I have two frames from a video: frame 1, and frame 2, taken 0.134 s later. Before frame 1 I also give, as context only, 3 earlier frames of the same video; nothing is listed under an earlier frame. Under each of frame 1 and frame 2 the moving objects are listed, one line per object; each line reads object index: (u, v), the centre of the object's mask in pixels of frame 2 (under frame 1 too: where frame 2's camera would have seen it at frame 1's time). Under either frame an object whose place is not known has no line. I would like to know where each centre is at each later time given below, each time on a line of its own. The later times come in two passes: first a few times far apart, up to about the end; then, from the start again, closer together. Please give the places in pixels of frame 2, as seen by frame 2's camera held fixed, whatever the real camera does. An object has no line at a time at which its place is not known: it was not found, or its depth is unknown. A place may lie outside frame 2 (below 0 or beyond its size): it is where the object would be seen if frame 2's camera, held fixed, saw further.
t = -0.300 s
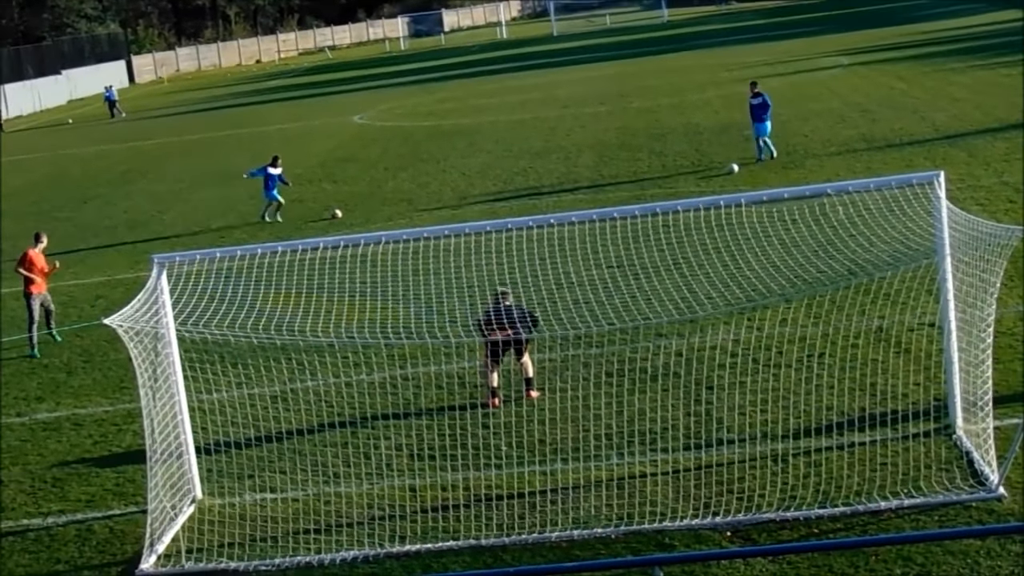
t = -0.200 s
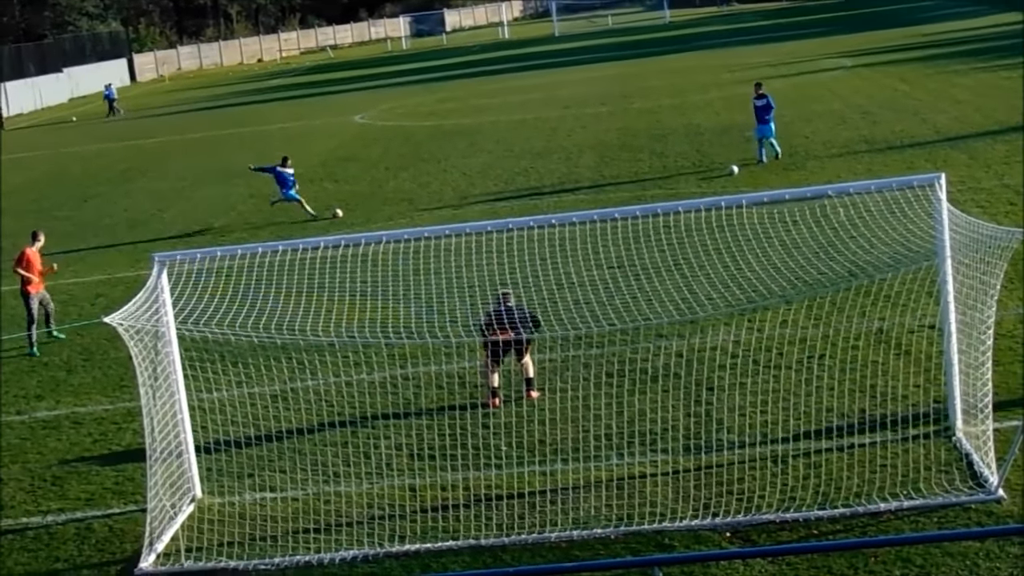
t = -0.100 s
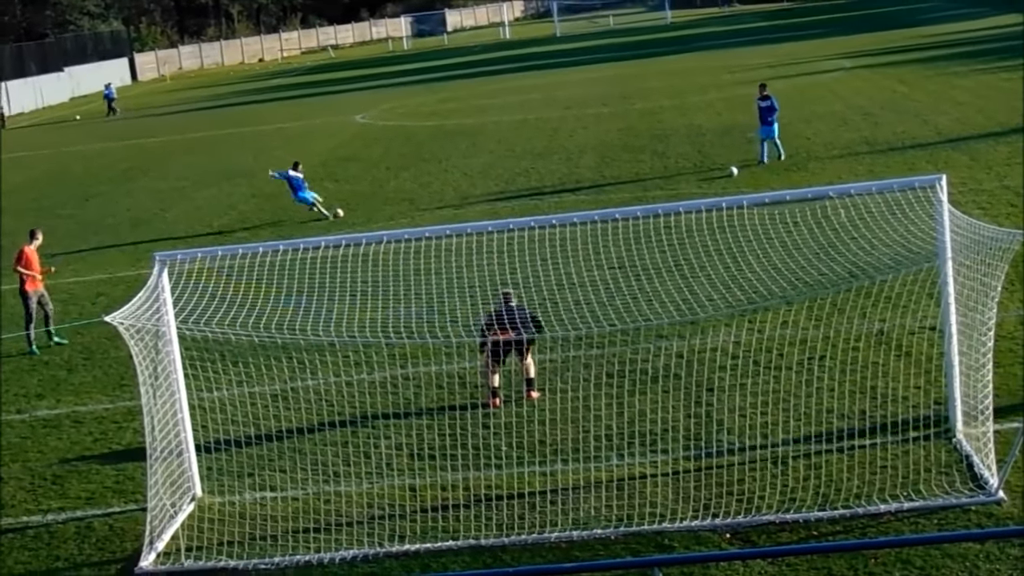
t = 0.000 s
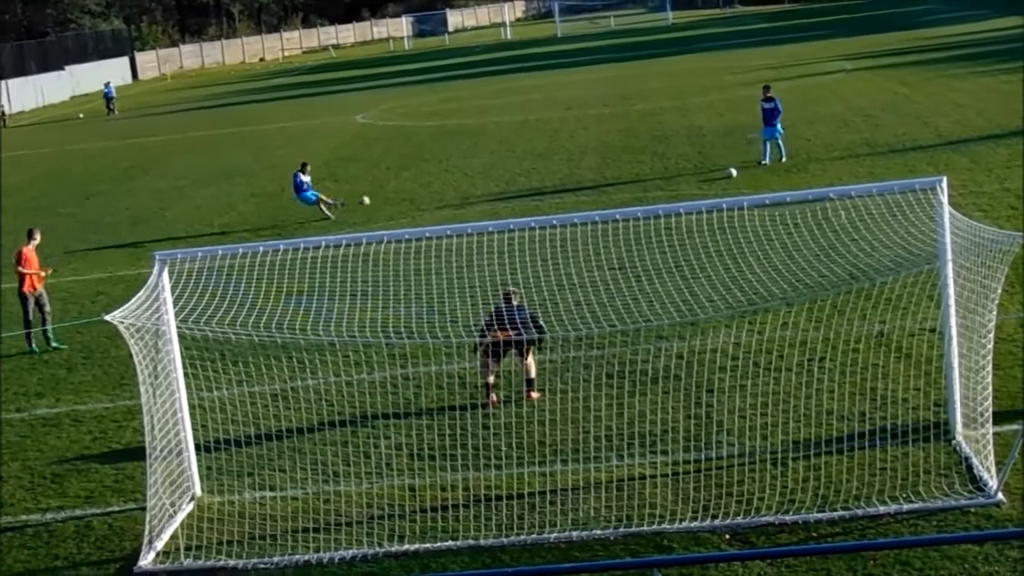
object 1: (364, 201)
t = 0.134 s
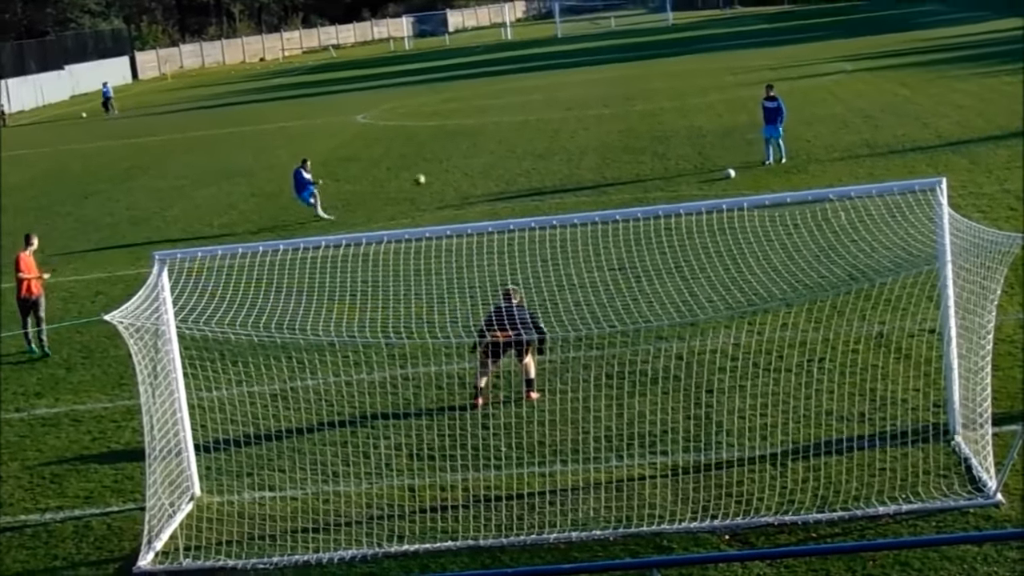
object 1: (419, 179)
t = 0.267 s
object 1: (476, 166)
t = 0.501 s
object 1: (586, 168)
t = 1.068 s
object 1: (963, 474)
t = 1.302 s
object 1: (928, 471)
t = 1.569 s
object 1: (888, 457)
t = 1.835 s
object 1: (865, 447)
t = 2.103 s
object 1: (844, 436)
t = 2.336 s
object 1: (828, 428)
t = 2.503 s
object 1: (822, 423)
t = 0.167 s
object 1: (433, 175)
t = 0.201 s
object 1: (448, 172)
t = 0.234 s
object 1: (462, 169)
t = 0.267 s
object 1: (476, 166)
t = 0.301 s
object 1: (491, 165)
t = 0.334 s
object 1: (506, 163)
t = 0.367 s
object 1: (522, 162)
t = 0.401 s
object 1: (538, 163)
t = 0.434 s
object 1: (554, 164)
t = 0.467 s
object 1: (570, 166)
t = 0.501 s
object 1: (586, 168)
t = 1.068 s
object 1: (963, 474)
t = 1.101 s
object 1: (969, 492)
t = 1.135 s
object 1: (966, 492)
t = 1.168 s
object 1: (959, 492)
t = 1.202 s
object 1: (949, 488)
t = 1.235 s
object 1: (938, 482)
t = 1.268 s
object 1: (934, 475)
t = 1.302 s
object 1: (928, 471)
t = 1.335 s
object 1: (921, 471)
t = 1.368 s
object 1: (916, 468)
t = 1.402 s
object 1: (907, 466)
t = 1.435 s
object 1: (903, 467)
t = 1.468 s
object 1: (897, 463)
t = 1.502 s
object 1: (894, 461)
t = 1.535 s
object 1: (891, 458)
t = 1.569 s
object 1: (888, 457)
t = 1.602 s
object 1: (884, 457)
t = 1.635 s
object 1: (881, 455)
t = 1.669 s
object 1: (879, 453)
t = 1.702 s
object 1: (874, 452)
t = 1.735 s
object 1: (872, 450)
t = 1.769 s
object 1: (868, 449)
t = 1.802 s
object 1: (867, 447)
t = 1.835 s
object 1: (865, 447)
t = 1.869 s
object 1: (864, 444)
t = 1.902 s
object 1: (862, 442)
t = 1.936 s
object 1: (860, 441)
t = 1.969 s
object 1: (857, 440)
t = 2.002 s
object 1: (850, 438)
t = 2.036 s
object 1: (849, 437)
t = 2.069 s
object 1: (847, 438)
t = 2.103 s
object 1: (844, 436)
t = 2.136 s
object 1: (842, 435)
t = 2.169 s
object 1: (838, 433)
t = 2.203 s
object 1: (836, 432)
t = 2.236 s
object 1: (834, 431)
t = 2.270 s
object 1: (832, 431)
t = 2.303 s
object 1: (830, 429)
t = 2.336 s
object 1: (828, 428)
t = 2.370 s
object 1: (826, 428)
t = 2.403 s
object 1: (825, 426)
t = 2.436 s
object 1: (824, 425)
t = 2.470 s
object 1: (824, 424)
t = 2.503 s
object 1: (822, 423)
